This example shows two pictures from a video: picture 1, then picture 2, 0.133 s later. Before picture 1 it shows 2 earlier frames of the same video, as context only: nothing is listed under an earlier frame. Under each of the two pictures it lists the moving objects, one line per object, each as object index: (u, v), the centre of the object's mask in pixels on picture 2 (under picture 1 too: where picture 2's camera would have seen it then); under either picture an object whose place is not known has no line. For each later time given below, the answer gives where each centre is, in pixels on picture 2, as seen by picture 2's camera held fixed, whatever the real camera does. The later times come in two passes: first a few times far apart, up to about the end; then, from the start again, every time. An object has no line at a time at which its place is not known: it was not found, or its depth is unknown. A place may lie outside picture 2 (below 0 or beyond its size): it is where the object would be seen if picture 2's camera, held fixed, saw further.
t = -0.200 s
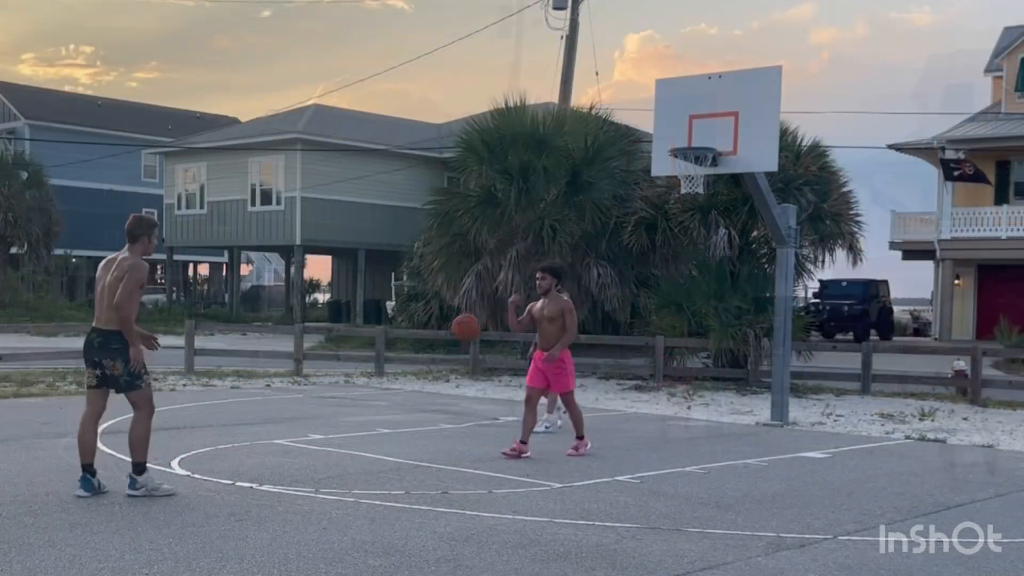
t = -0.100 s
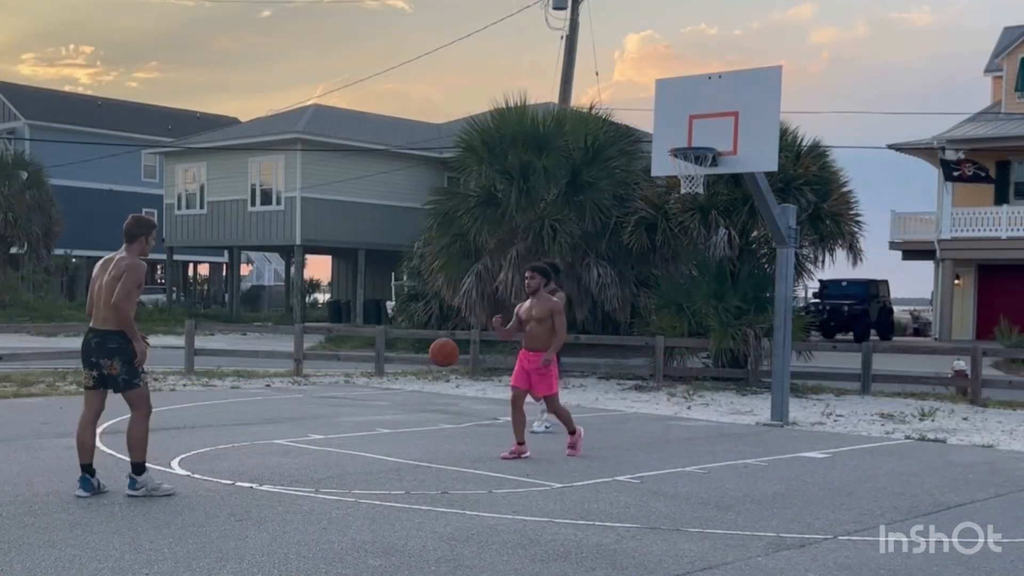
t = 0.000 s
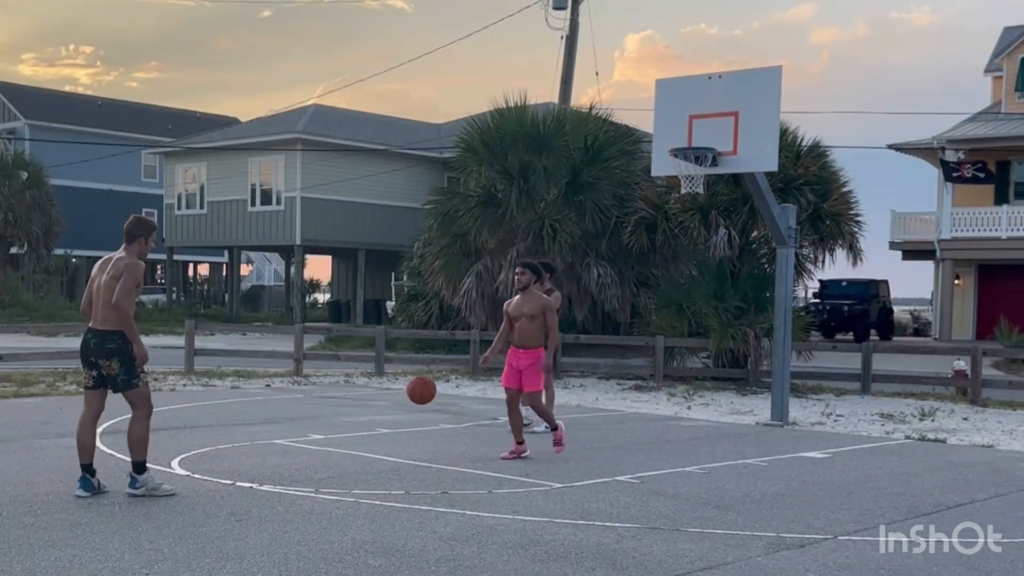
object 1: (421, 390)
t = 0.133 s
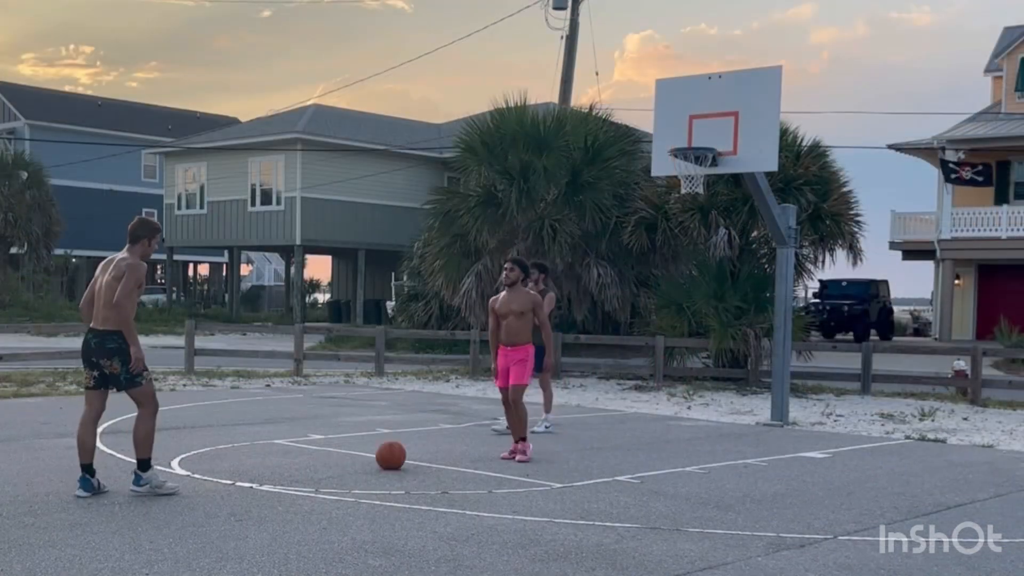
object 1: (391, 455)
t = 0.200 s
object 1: (379, 427)
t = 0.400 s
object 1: (345, 371)
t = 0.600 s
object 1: (307, 366)
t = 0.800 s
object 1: (266, 414)
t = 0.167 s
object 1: (385, 441)
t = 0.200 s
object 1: (379, 427)
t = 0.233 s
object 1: (374, 415)
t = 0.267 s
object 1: (368, 403)
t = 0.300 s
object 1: (363, 393)
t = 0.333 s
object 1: (357, 385)
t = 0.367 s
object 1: (351, 378)
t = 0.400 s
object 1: (345, 371)
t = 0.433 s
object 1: (339, 367)
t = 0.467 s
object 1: (332, 364)
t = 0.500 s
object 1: (326, 362)
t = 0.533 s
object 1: (320, 362)
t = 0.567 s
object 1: (313, 363)
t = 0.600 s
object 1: (307, 366)
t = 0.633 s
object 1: (300, 370)
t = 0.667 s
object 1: (293, 376)
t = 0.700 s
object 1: (286, 383)
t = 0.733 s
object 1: (280, 392)
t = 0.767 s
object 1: (273, 402)
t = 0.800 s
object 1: (266, 414)
